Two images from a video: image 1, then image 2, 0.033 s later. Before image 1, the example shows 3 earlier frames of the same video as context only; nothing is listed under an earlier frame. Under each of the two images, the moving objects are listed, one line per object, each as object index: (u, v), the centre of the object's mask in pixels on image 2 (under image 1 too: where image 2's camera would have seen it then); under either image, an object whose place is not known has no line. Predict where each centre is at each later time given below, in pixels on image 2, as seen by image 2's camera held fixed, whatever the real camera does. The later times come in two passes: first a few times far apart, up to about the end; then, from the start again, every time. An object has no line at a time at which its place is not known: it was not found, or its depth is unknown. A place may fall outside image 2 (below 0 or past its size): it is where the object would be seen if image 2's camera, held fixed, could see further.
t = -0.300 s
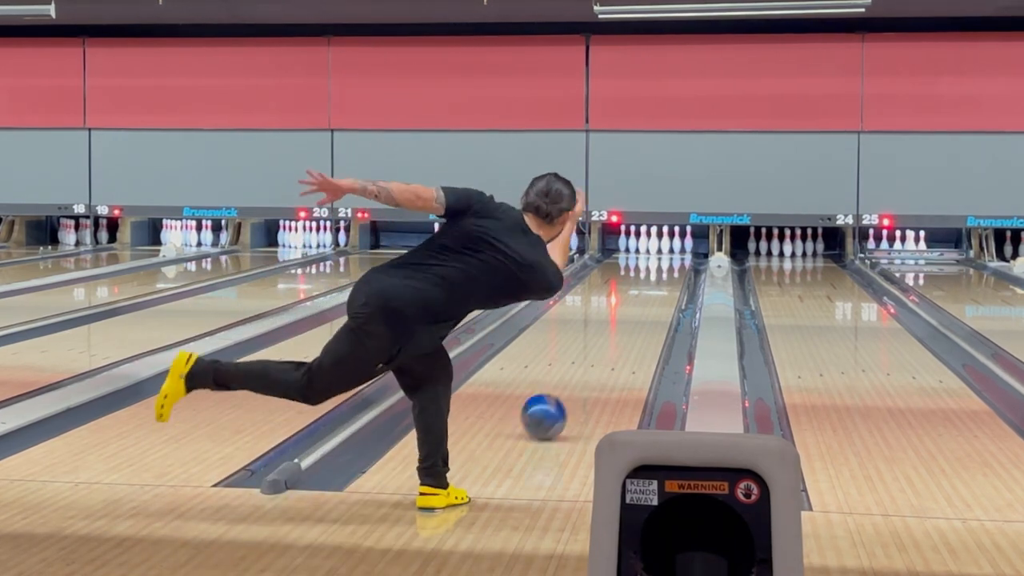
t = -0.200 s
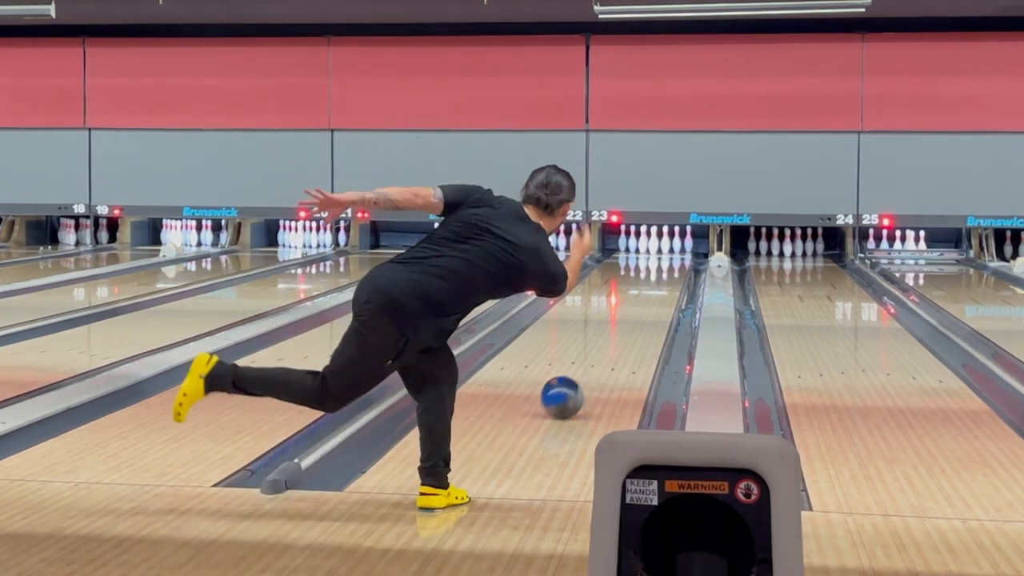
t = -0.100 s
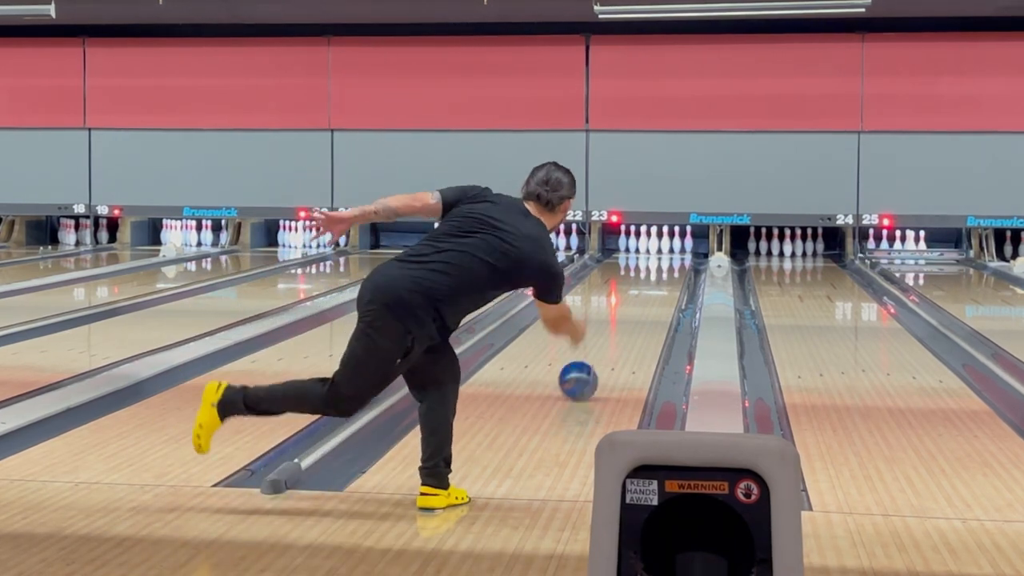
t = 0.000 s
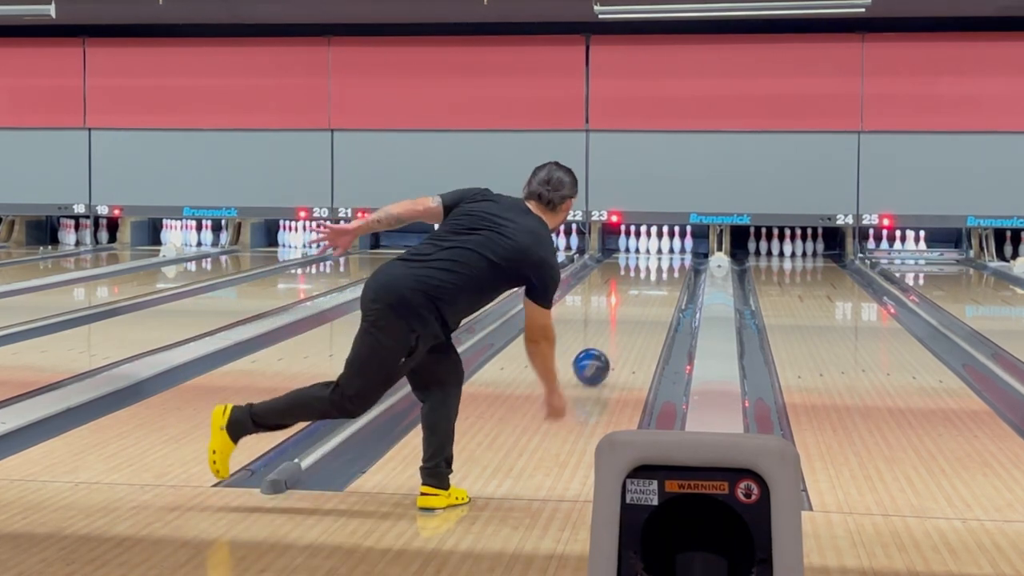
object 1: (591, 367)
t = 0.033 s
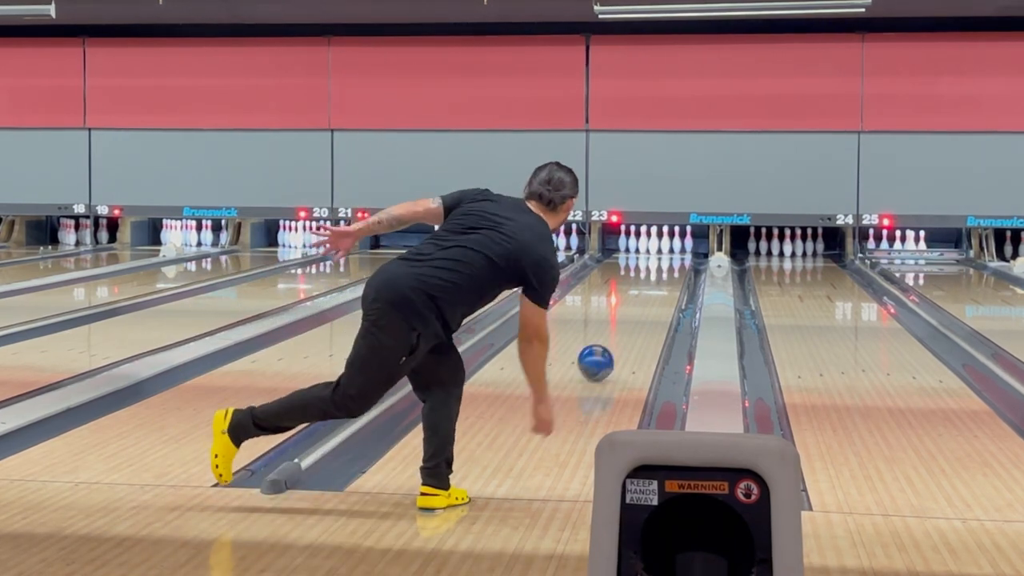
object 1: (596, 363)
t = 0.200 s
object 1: (613, 344)
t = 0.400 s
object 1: (630, 325)
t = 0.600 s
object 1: (642, 310)
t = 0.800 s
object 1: (652, 297)
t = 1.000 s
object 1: (658, 287)
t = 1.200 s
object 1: (663, 278)
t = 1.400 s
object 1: (665, 270)
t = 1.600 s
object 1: (666, 264)
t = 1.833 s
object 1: (665, 257)
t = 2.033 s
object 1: (662, 253)
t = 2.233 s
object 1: (659, 248)
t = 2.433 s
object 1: (659, 245)
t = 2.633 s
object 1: (658, 245)
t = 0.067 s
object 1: (600, 358)
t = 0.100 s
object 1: (603, 354)
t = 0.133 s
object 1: (606, 351)
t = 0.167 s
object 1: (610, 347)
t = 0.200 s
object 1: (613, 344)
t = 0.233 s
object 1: (617, 340)
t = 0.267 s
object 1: (619, 337)
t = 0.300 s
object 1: (622, 334)
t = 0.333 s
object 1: (625, 331)
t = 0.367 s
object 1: (627, 328)
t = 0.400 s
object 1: (630, 325)
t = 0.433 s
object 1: (632, 323)
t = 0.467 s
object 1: (634, 320)
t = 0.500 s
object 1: (636, 317)
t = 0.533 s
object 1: (638, 315)
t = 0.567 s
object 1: (641, 312)
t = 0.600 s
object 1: (642, 310)
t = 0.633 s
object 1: (644, 307)
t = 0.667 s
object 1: (645, 306)
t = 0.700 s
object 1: (647, 304)
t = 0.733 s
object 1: (649, 301)
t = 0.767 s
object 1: (650, 300)
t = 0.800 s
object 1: (652, 297)
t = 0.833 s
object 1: (653, 295)
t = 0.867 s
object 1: (654, 294)
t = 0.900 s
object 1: (656, 292)
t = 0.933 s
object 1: (657, 291)
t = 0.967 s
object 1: (658, 289)
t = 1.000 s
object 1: (658, 287)
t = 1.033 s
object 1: (659, 286)
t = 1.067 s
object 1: (660, 284)
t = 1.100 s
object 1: (661, 282)
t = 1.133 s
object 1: (662, 280)
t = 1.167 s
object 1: (662, 279)
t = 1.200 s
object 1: (663, 278)
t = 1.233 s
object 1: (663, 277)
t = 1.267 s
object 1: (664, 275)
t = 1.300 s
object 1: (664, 273)
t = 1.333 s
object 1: (665, 273)
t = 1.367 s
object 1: (665, 272)
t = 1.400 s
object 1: (665, 270)
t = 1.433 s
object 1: (666, 268)
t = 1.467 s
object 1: (665, 267)
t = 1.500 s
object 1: (665, 267)
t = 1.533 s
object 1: (666, 266)
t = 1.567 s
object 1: (666, 265)
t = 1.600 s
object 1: (666, 264)
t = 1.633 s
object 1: (665, 263)
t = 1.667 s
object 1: (666, 262)
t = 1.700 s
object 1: (666, 261)
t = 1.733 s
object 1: (666, 259)
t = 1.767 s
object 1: (665, 259)
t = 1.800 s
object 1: (665, 258)
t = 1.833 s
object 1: (665, 257)
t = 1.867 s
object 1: (665, 256)
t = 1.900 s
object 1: (664, 256)
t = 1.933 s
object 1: (664, 255)
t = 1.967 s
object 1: (664, 254)
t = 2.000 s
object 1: (663, 253)
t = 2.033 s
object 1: (662, 253)
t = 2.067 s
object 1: (662, 252)
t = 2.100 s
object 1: (661, 251)
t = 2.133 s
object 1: (661, 250)
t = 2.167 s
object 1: (660, 250)
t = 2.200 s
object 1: (660, 249)
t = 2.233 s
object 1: (659, 248)
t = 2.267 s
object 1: (658, 247)
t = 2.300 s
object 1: (658, 247)
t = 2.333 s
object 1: (658, 246)
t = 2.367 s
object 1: (658, 246)
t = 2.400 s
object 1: (659, 245)
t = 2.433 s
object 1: (659, 245)
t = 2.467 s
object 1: (659, 245)
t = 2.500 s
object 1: (659, 245)
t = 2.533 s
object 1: (660, 245)
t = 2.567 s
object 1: (660, 244)
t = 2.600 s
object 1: (659, 245)
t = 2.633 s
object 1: (658, 245)
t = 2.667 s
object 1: (658, 244)
